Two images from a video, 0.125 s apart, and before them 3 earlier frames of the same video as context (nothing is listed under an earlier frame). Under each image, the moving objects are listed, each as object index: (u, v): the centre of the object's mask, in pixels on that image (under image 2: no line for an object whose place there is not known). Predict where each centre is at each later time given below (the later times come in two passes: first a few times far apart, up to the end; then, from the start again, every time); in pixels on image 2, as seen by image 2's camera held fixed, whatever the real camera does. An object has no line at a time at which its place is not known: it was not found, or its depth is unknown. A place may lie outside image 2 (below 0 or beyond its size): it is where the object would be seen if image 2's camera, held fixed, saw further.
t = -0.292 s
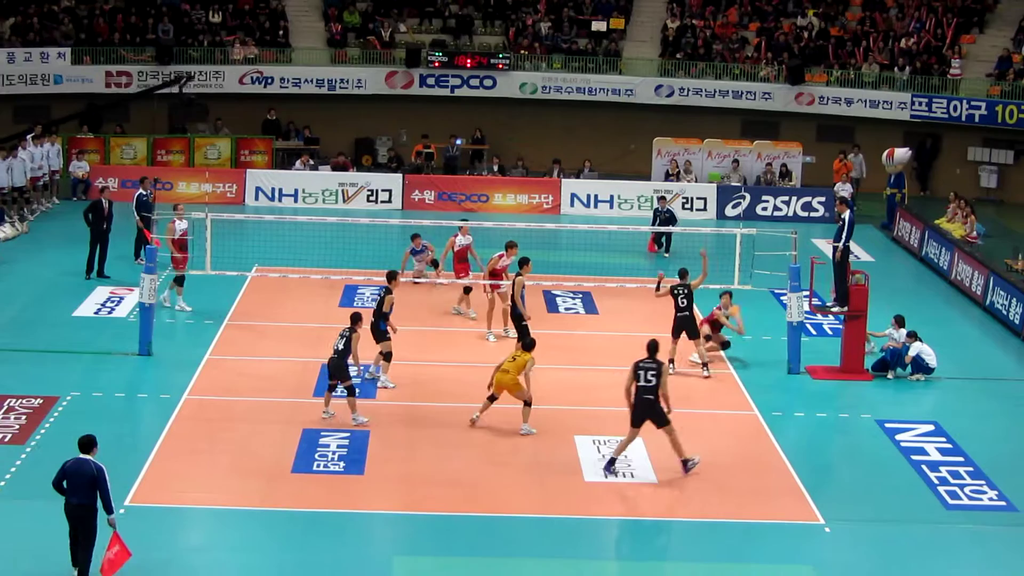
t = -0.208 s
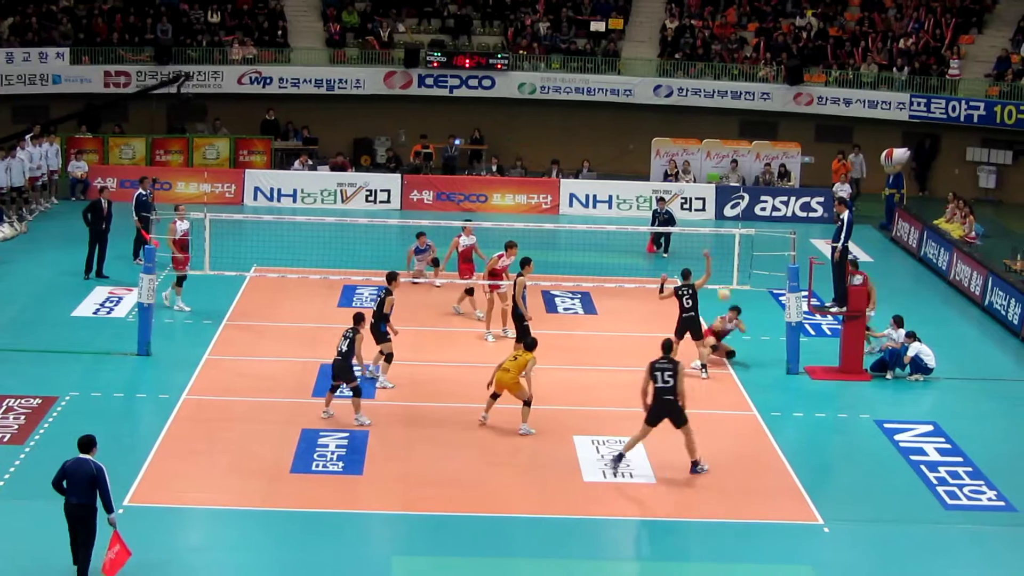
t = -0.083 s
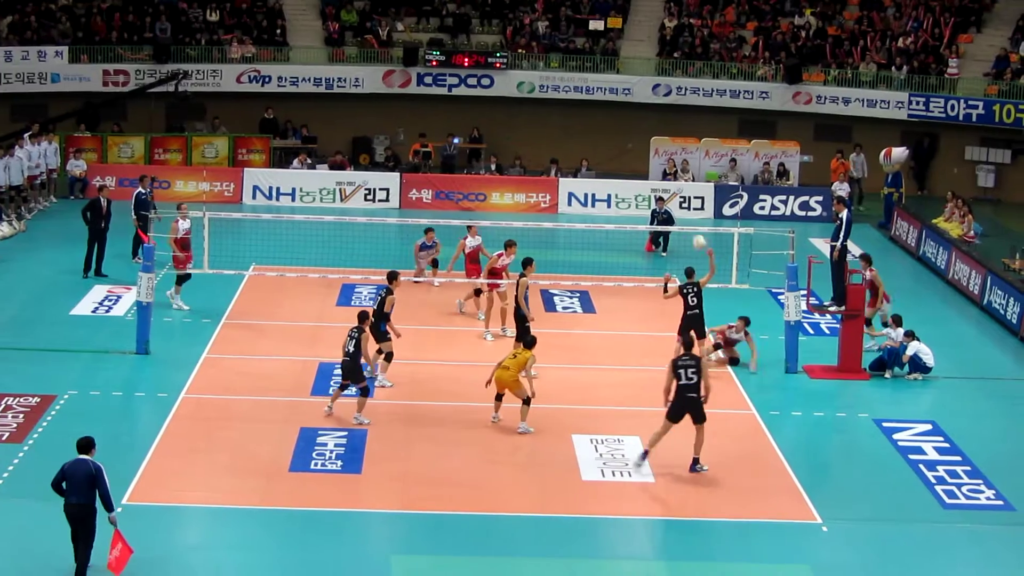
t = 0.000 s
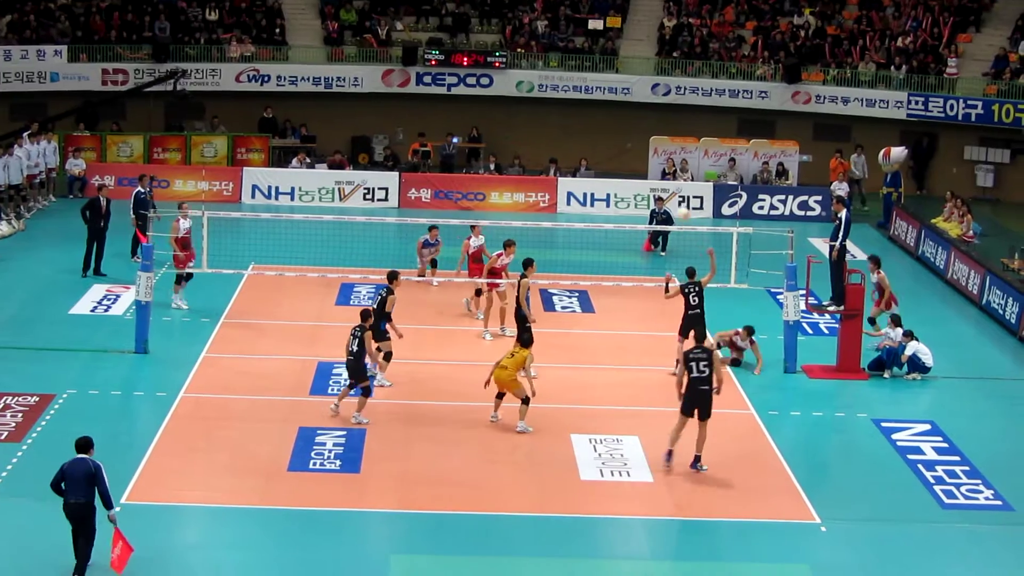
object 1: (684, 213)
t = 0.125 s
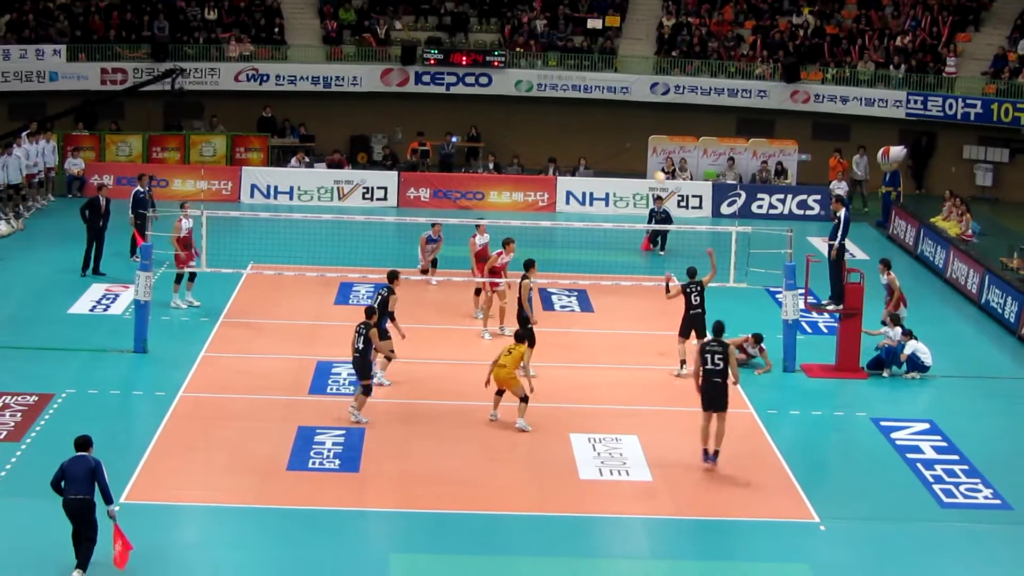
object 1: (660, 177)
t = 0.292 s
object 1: (630, 145)
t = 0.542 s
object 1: (587, 127)
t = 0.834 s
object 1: (538, 150)
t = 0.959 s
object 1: (518, 172)
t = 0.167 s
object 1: (651, 167)
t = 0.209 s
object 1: (644, 159)
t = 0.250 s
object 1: (638, 152)
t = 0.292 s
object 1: (630, 145)
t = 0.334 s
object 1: (623, 140)
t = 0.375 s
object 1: (616, 136)
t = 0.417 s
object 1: (609, 132)
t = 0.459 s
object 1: (601, 130)
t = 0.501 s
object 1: (594, 128)
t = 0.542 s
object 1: (587, 127)
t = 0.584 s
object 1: (580, 128)
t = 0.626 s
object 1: (573, 129)
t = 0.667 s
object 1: (566, 131)
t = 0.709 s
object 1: (559, 135)
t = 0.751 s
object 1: (552, 139)
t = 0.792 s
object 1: (545, 144)
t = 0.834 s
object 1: (538, 150)
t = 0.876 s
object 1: (531, 156)
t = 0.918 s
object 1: (525, 164)
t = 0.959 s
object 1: (518, 172)
